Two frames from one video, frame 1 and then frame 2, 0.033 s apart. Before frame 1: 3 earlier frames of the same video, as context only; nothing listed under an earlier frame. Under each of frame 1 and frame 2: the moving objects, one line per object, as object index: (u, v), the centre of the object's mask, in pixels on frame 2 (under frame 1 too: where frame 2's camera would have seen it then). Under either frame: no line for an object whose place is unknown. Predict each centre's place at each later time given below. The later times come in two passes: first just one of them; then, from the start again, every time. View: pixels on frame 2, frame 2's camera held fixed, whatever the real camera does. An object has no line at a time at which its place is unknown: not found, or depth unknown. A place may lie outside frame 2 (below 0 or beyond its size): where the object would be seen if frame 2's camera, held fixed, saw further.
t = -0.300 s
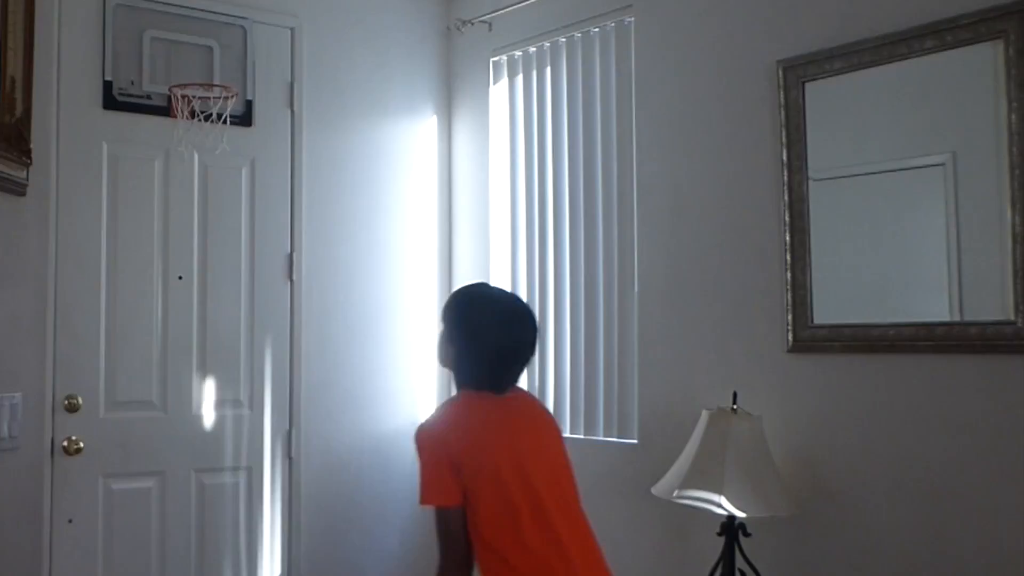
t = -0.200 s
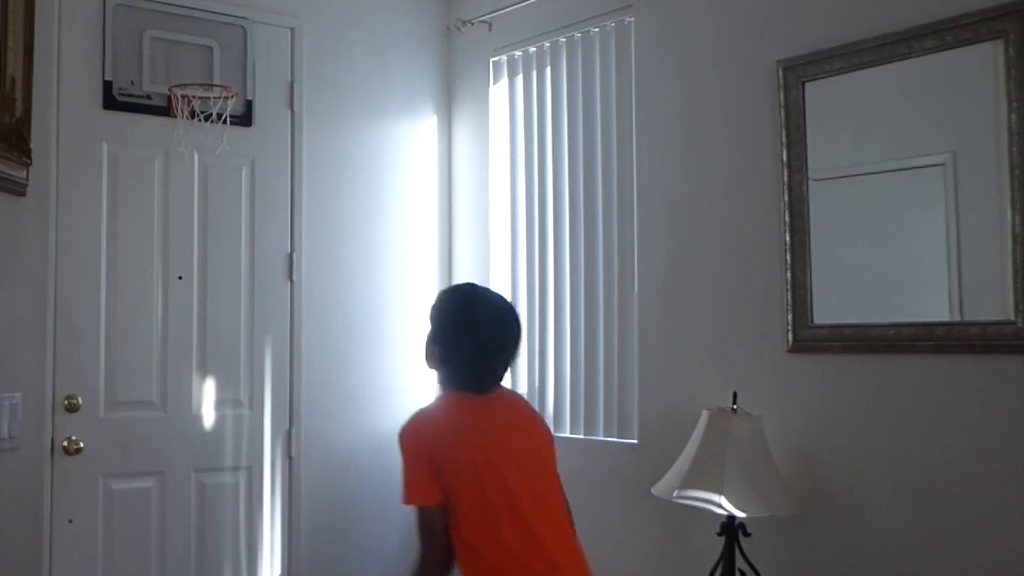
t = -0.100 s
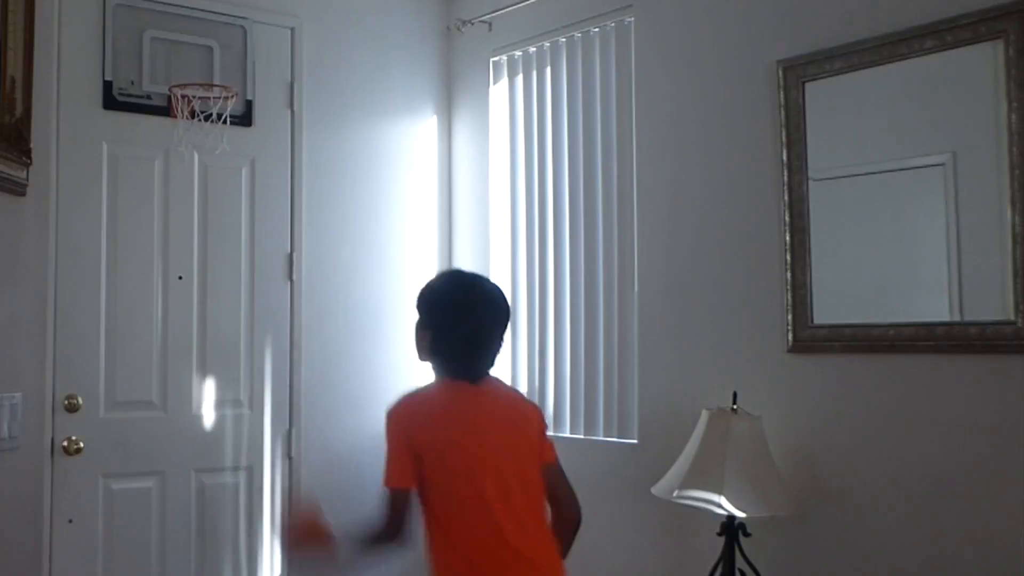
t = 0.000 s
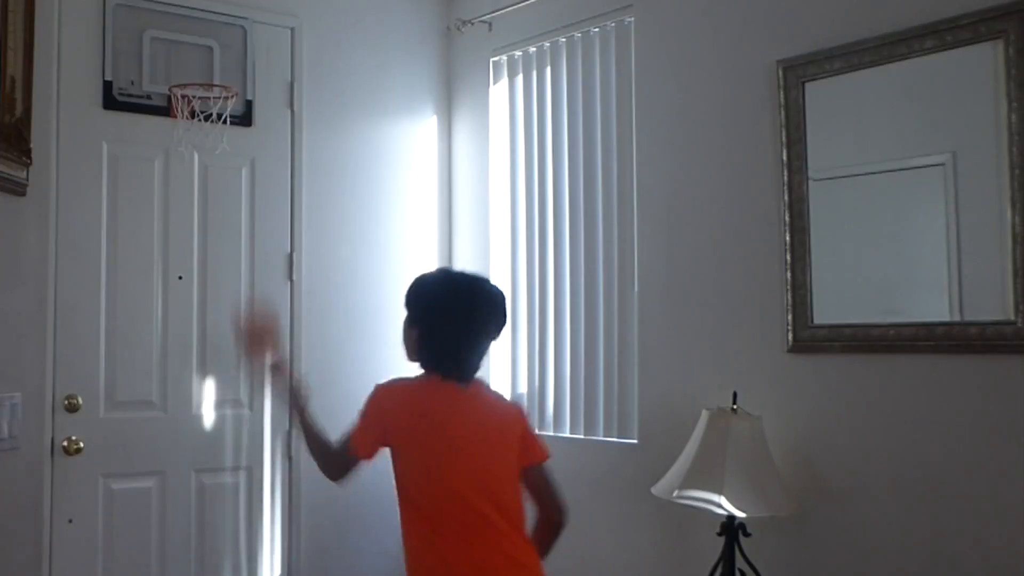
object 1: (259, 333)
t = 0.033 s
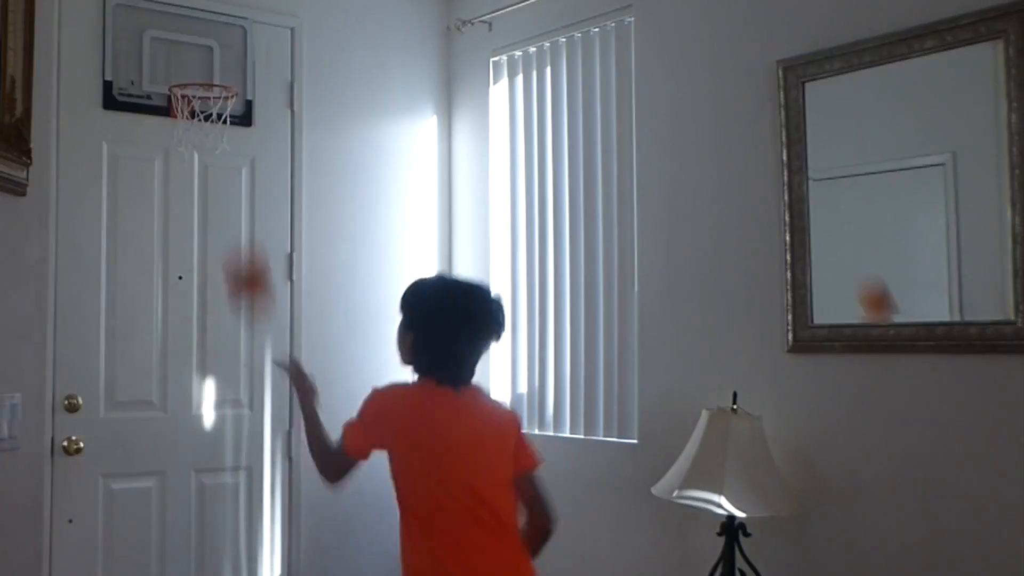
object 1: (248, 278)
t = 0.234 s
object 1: (198, 59)
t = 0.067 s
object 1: (239, 228)
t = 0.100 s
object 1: (229, 182)
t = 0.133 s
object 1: (222, 145)
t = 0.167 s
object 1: (213, 109)
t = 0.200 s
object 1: (206, 80)
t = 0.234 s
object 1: (198, 59)
